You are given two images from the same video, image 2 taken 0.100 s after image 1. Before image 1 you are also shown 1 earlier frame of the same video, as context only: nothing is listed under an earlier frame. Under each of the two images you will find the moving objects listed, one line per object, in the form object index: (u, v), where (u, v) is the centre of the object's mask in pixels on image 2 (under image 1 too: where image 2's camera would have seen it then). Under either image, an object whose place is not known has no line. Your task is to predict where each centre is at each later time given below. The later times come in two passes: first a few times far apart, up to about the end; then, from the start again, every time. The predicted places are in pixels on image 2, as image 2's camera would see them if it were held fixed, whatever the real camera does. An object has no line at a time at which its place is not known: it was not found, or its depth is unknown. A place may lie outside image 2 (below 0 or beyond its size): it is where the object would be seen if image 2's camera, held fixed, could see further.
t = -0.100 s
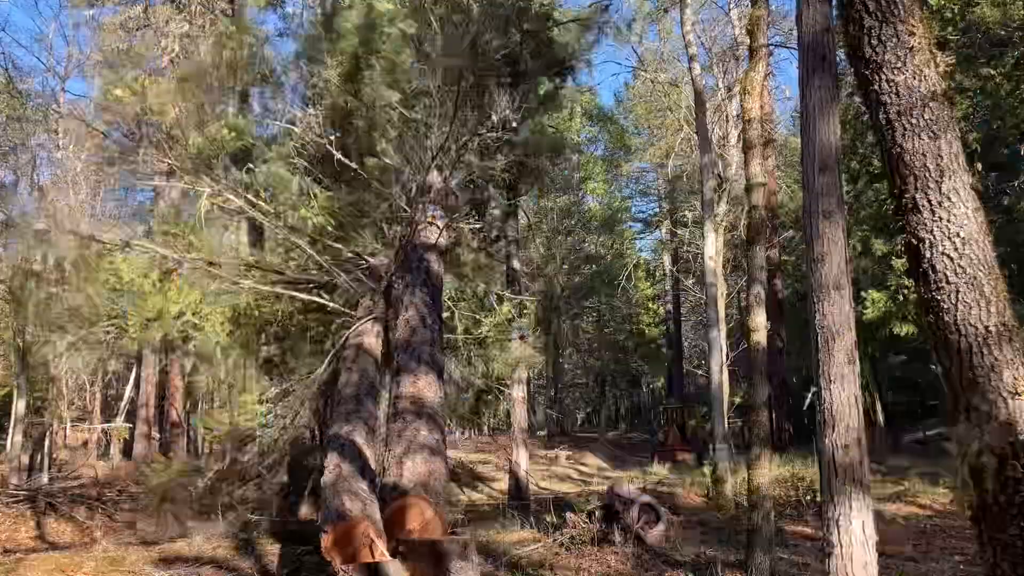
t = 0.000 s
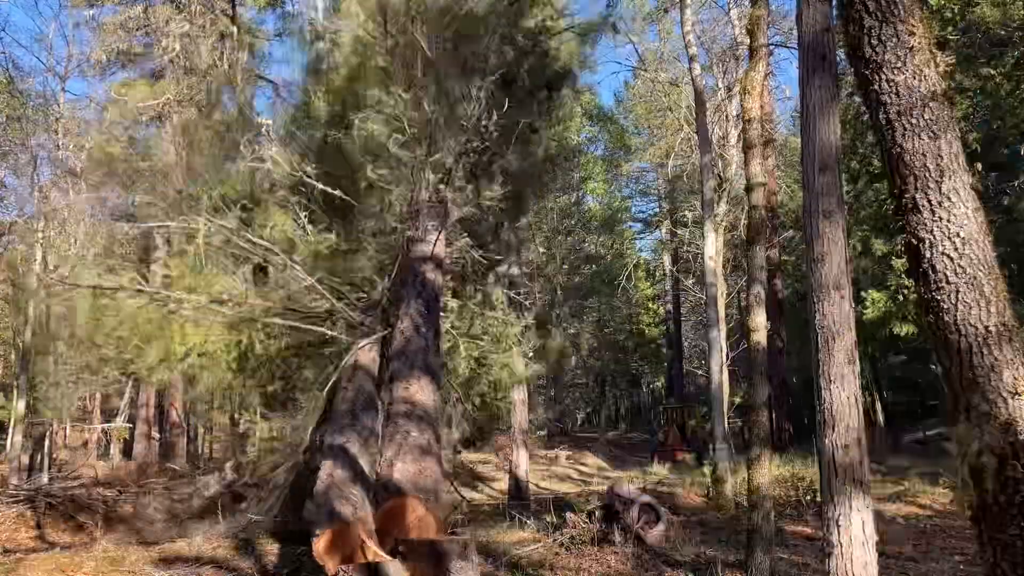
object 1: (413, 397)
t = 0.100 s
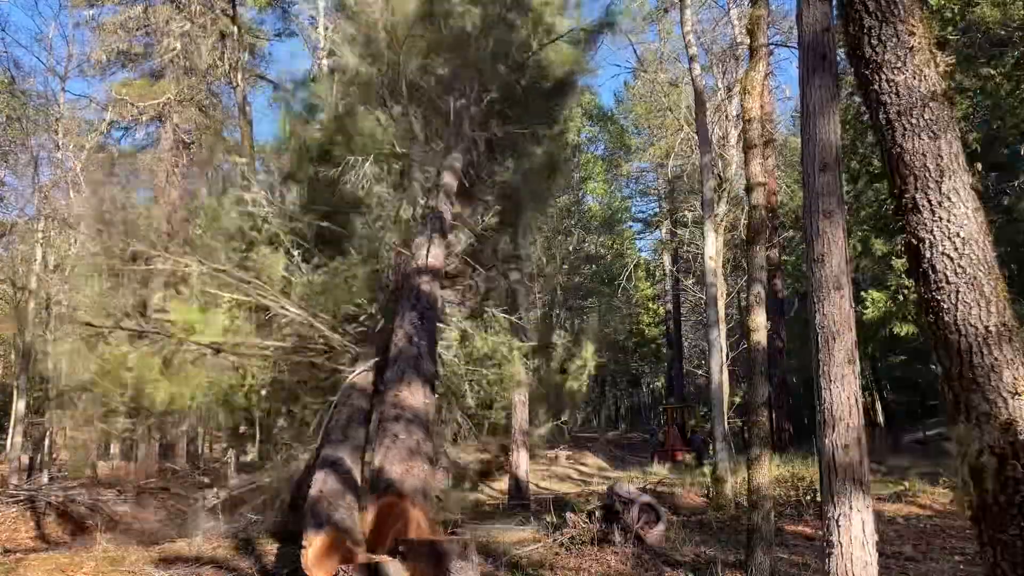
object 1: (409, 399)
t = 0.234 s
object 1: (403, 408)
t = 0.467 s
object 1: (390, 419)
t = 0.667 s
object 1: (388, 436)
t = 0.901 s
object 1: (388, 455)
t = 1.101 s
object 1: (387, 472)
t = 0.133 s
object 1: (408, 402)
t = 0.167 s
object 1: (407, 408)
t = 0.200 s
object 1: (405, 406)
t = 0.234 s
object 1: (403, 408)
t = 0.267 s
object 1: (401, 413)
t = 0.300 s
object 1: (397, 402)
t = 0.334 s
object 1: (396, 403)
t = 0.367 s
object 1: (394, 408)
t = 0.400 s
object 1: (393, 412)
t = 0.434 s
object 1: (391, 416)
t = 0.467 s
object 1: (390, 419)
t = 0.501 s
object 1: (390, 419)
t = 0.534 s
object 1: (390, 426)
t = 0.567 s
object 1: (389, 428)
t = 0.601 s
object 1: (389, 430)
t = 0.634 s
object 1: (388, 435)
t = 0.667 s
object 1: (388, 436)
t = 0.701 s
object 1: (388, 439)
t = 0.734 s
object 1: (388, 443)
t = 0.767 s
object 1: (388, 446)
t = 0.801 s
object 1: (385, 458)
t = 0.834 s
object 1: (385, 459)
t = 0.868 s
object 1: (384, 463)
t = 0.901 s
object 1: (388, 455)
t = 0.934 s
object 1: (389, 456)
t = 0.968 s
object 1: (389, 458)
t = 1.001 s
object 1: (389, 460)
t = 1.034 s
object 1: (388, 466)
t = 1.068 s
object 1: (388, 468)
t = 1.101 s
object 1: (387, 472)
